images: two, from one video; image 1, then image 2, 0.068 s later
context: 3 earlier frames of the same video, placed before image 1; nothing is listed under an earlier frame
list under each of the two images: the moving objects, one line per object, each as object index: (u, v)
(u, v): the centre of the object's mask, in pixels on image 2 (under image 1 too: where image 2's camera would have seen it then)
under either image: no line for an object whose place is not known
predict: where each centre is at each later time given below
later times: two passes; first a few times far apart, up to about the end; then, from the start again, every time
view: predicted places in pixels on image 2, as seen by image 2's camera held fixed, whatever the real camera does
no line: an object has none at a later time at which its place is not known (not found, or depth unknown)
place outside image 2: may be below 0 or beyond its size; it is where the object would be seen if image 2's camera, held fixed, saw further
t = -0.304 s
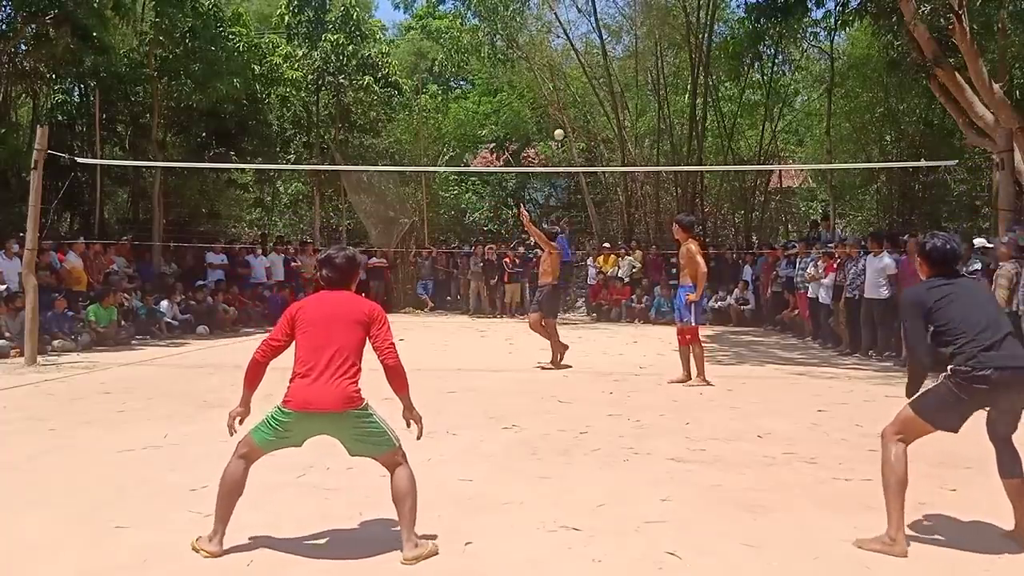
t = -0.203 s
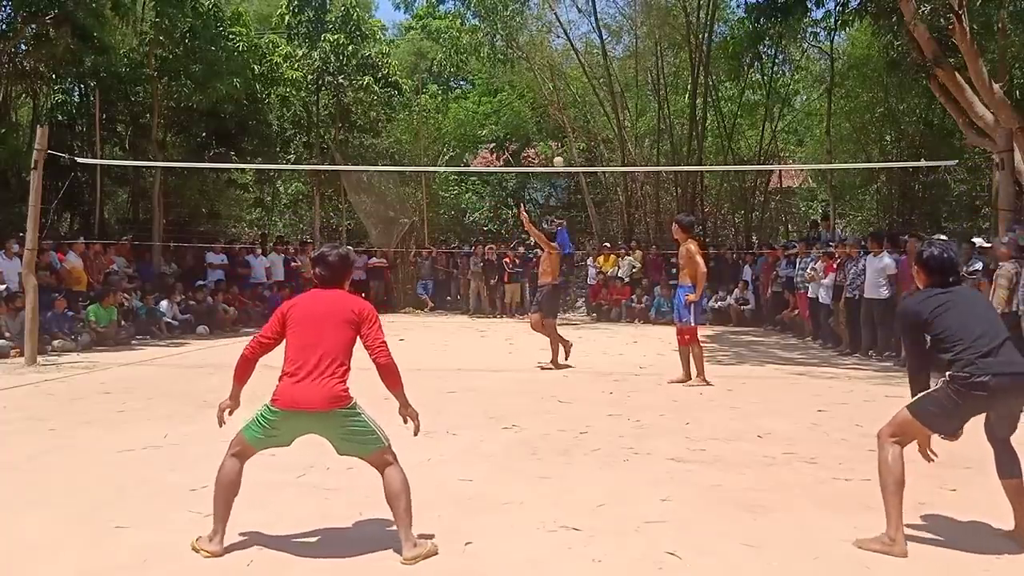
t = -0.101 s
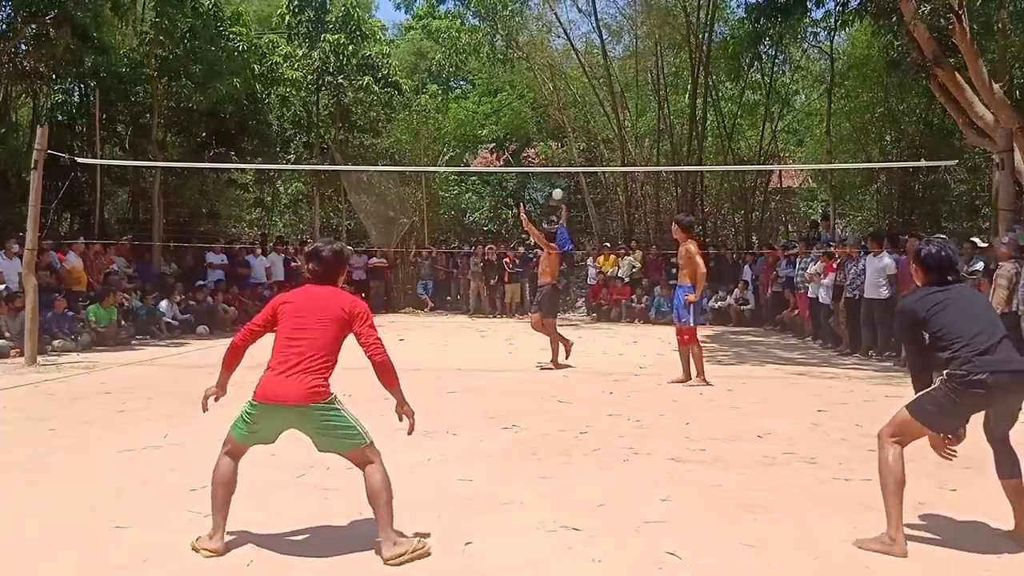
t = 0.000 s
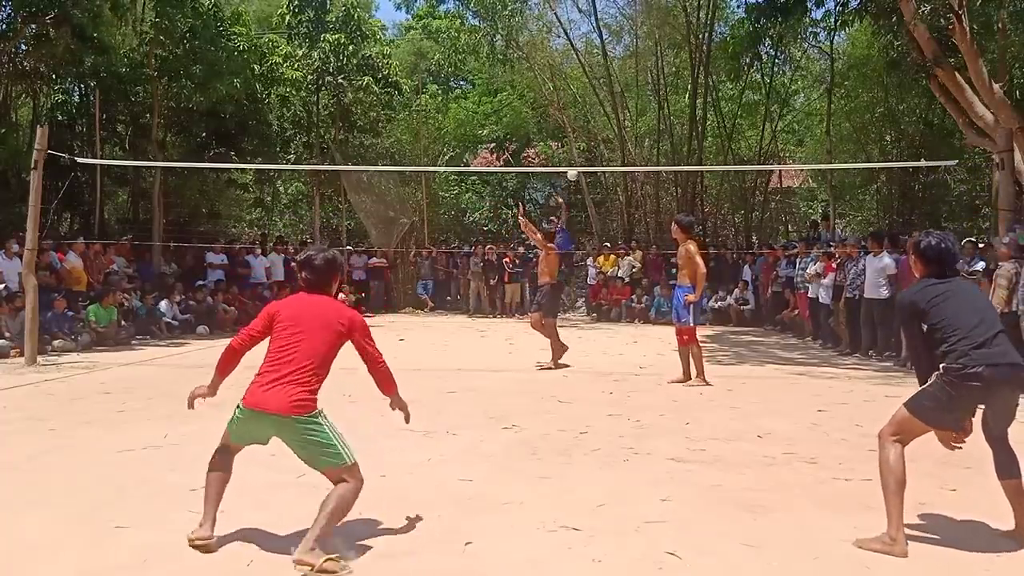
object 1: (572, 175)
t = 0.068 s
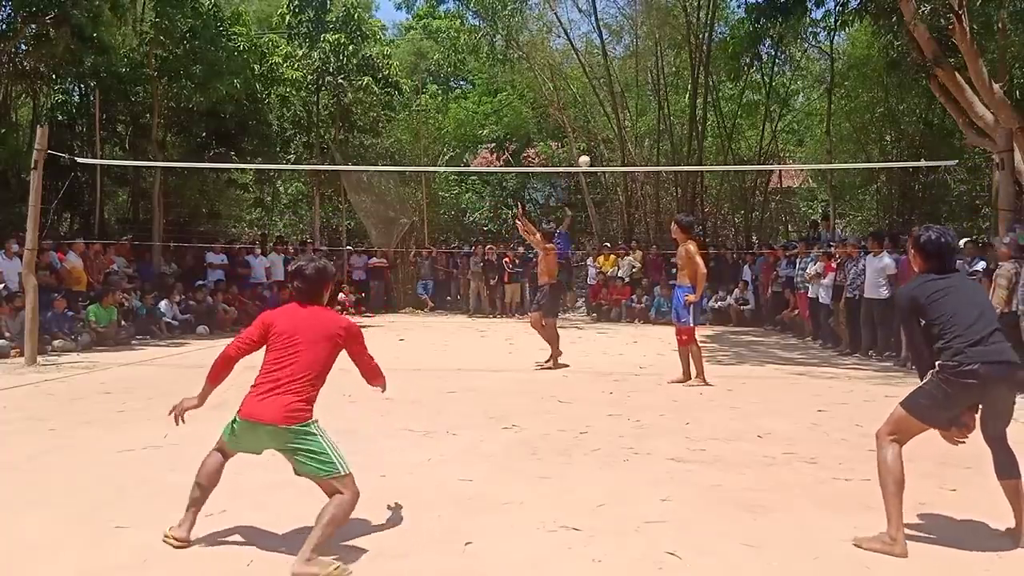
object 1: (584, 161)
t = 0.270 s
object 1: (628, 137)
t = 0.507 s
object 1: (702, 149)
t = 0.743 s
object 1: (808, 230)
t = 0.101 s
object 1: (590, 156)
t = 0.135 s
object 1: (597, 151)
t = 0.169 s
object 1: (604, 146)
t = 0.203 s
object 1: (612, 142)
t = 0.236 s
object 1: (620, 139)
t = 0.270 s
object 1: (628, 137)
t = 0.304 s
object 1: (637, 135)
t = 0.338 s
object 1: (646, 134)
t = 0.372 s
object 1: (656, 135)
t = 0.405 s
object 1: (666, 137)
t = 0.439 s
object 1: (677, 140)
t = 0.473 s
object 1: (689, 144)
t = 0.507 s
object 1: (702, 149)
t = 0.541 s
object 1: (715, 157)
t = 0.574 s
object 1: (729, 164)
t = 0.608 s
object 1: (743, 173)
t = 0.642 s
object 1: (757, 184)
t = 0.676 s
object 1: (773, 196)
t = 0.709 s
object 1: (790, 212)
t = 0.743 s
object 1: (808, 230)
